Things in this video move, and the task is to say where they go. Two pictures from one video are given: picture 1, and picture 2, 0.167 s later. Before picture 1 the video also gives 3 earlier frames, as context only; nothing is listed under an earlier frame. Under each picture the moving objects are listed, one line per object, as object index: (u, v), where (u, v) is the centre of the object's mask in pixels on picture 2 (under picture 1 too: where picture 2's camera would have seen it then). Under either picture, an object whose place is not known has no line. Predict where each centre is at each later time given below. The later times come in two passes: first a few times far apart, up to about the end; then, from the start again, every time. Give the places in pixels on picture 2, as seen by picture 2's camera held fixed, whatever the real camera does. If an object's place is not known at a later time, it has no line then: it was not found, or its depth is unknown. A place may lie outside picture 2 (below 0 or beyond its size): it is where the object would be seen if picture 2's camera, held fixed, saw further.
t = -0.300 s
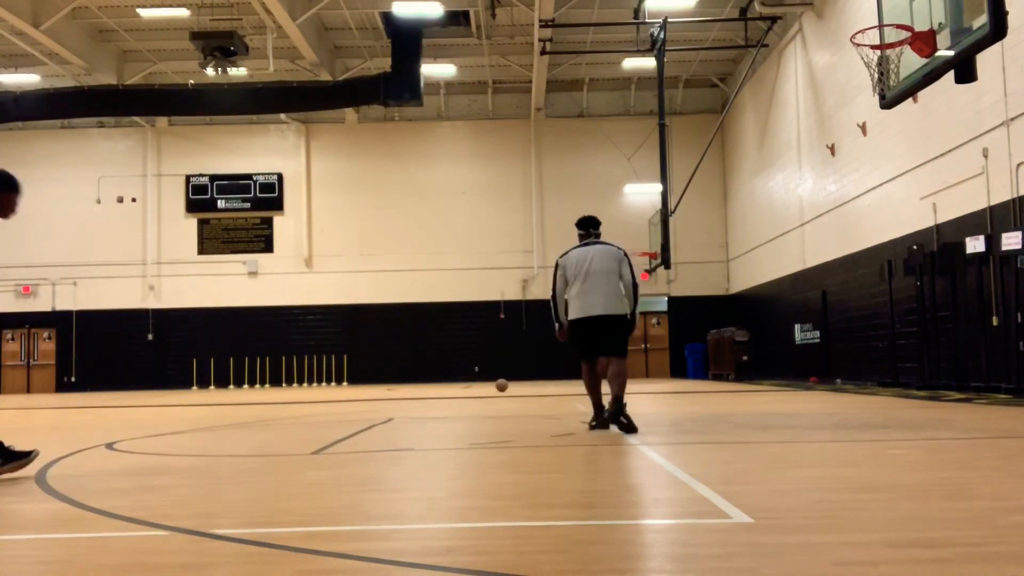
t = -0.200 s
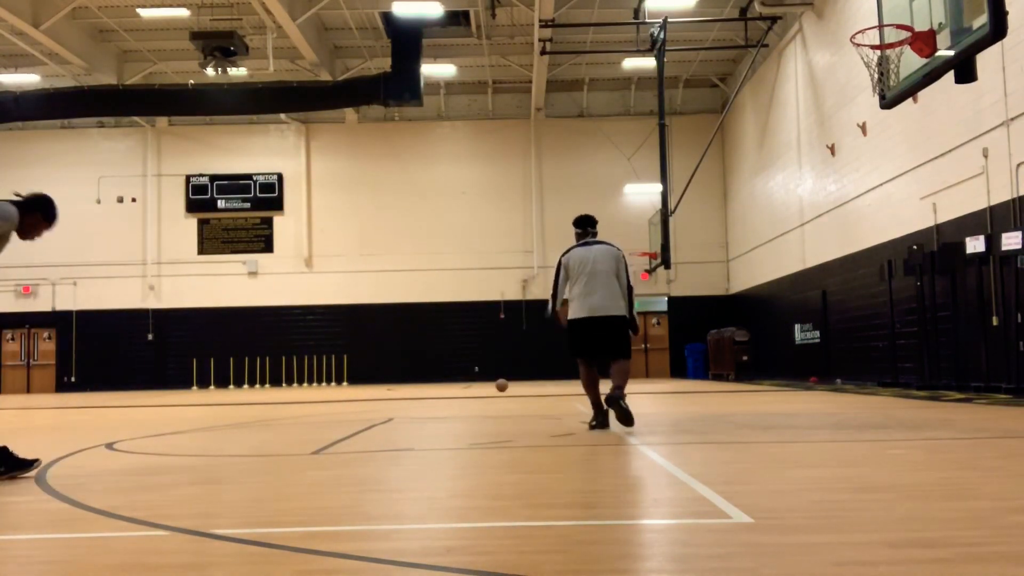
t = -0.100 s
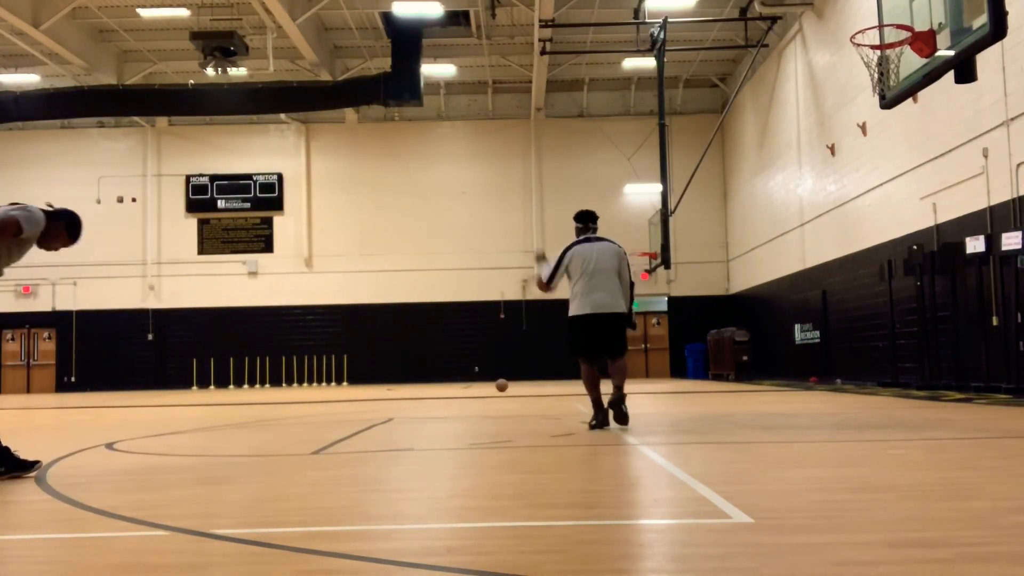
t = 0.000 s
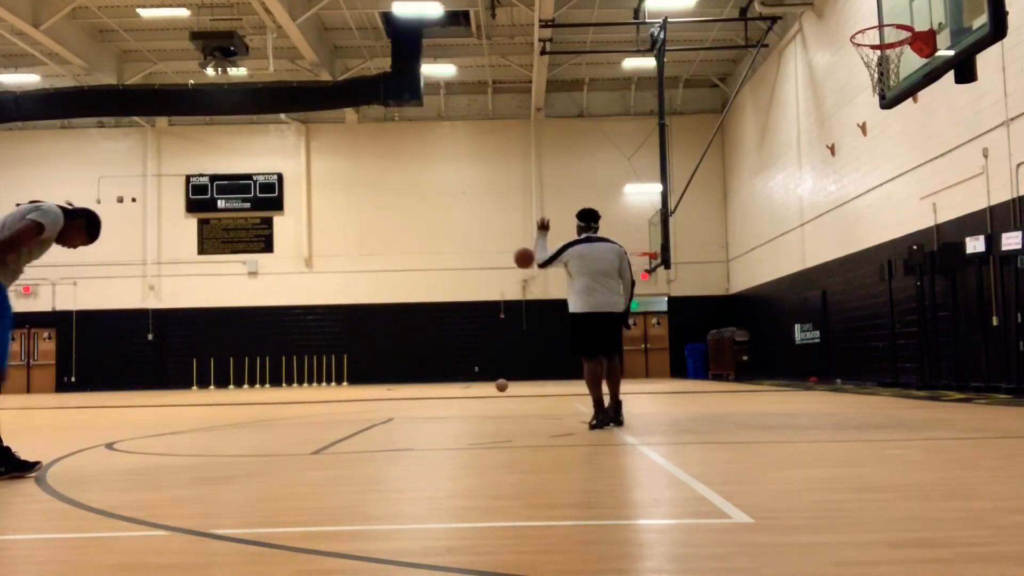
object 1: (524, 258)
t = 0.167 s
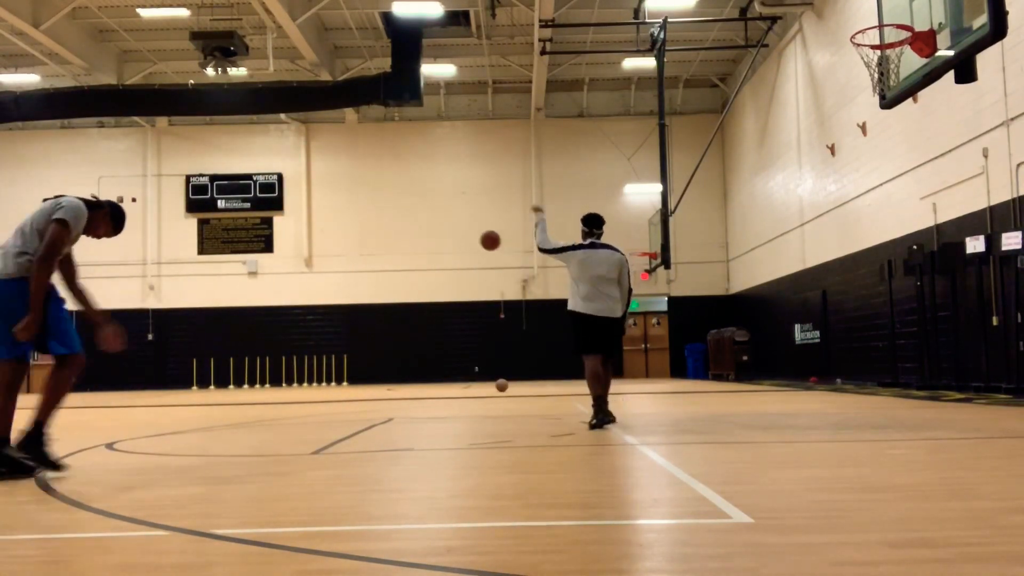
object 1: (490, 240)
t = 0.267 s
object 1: (471, 242)
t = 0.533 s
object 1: (426, 282)
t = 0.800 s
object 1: (386, 372)
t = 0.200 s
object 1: (484, 240)
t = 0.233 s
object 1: (477, 240)
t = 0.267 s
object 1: (471, 242)
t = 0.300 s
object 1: (465, 244)
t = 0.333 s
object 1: (459, 247)
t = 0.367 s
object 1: (453, 251)
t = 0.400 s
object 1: (447, 256)
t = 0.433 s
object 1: (442, 261)
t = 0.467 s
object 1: (436, 267)
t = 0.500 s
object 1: (430, 275)
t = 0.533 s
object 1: (426, 282)
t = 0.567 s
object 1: (420, 291)
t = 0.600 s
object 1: (415, 301)
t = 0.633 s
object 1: (410, 312)
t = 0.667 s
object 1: (405, 322)
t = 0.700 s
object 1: (399, 333)
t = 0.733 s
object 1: (395, 346)
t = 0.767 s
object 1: (390, 359)
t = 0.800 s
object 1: (386, 372)
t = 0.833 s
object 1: (381, 385)
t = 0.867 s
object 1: (376, 398)
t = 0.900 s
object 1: (372, 385)
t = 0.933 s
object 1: (367, 375)
